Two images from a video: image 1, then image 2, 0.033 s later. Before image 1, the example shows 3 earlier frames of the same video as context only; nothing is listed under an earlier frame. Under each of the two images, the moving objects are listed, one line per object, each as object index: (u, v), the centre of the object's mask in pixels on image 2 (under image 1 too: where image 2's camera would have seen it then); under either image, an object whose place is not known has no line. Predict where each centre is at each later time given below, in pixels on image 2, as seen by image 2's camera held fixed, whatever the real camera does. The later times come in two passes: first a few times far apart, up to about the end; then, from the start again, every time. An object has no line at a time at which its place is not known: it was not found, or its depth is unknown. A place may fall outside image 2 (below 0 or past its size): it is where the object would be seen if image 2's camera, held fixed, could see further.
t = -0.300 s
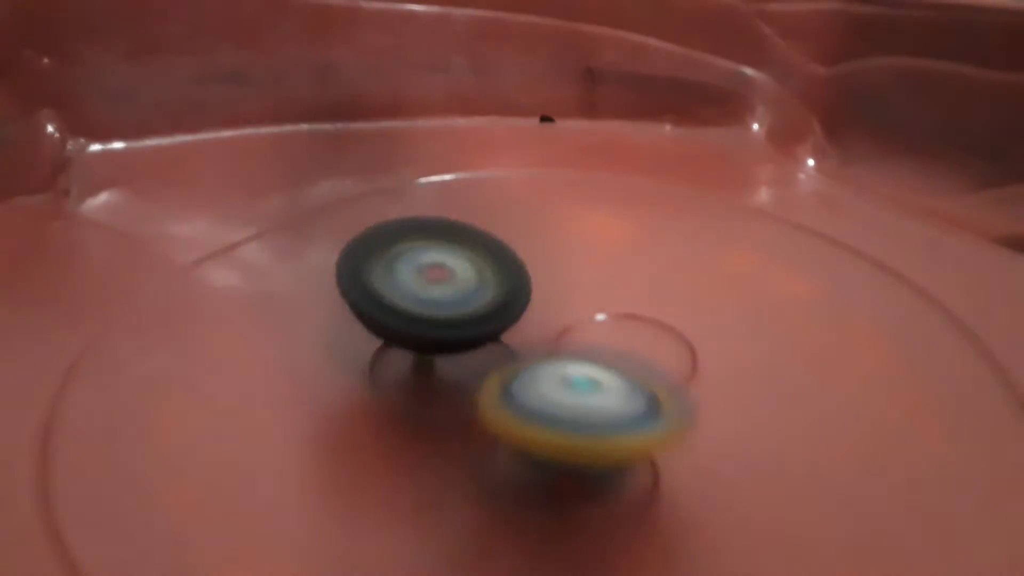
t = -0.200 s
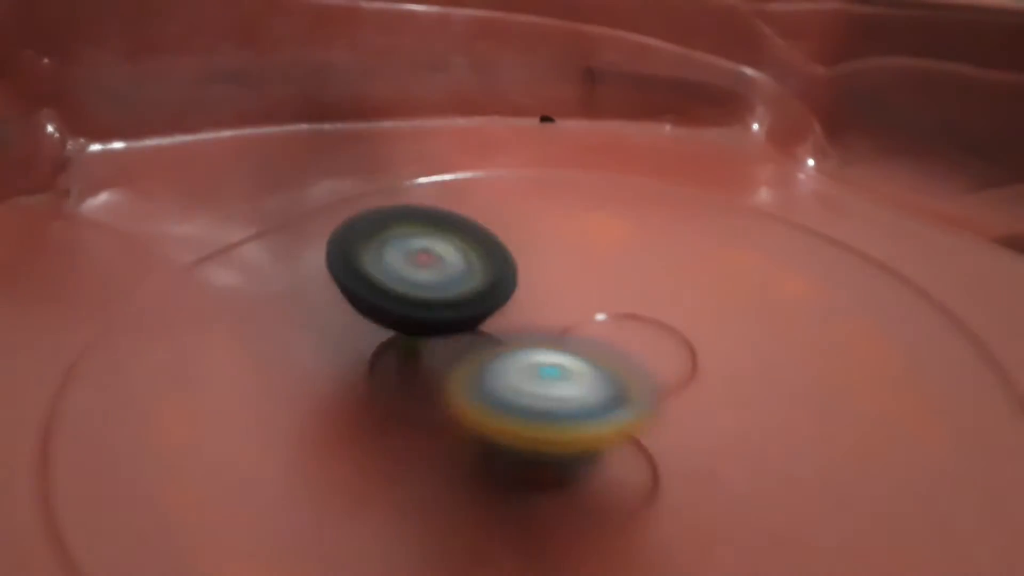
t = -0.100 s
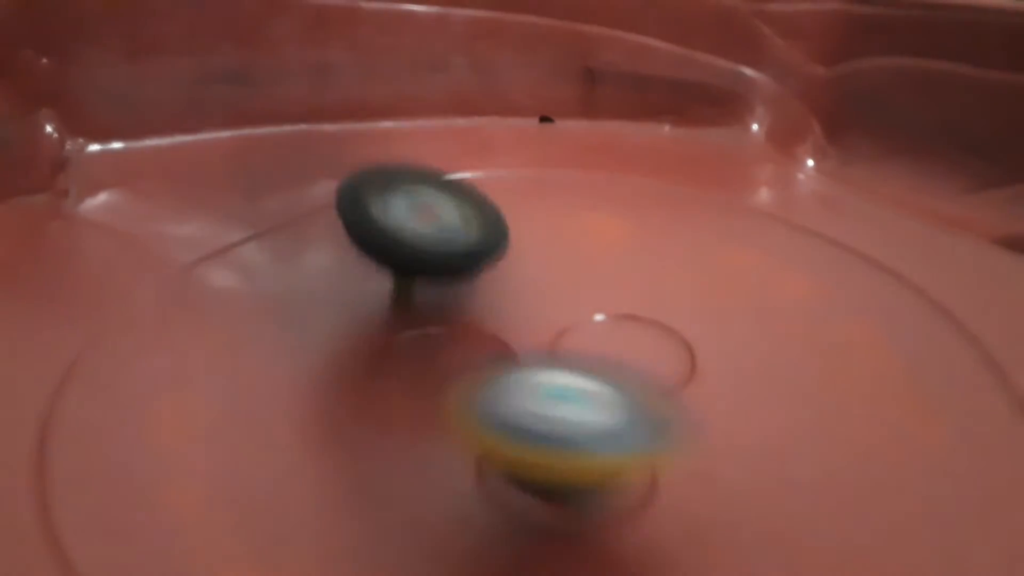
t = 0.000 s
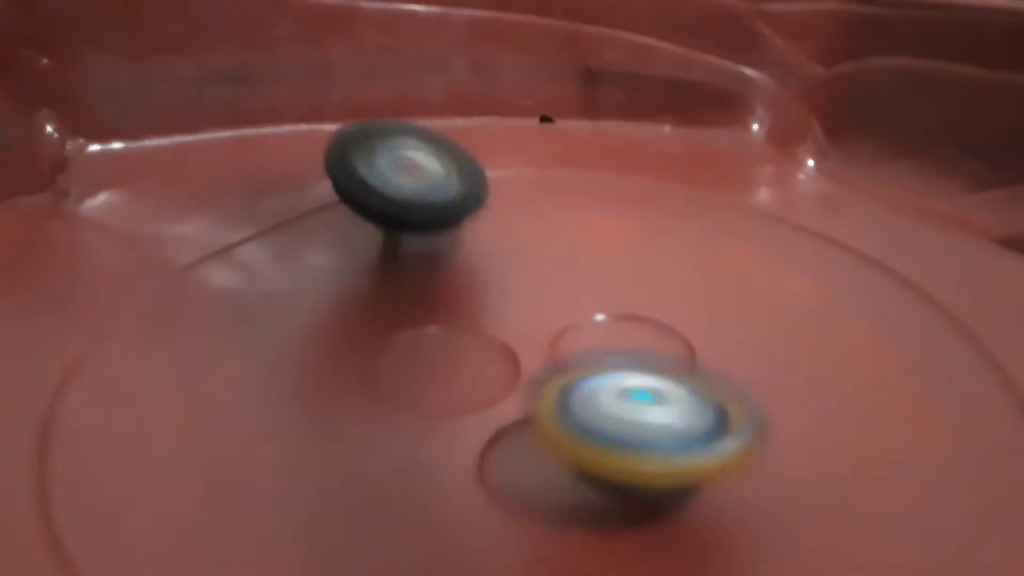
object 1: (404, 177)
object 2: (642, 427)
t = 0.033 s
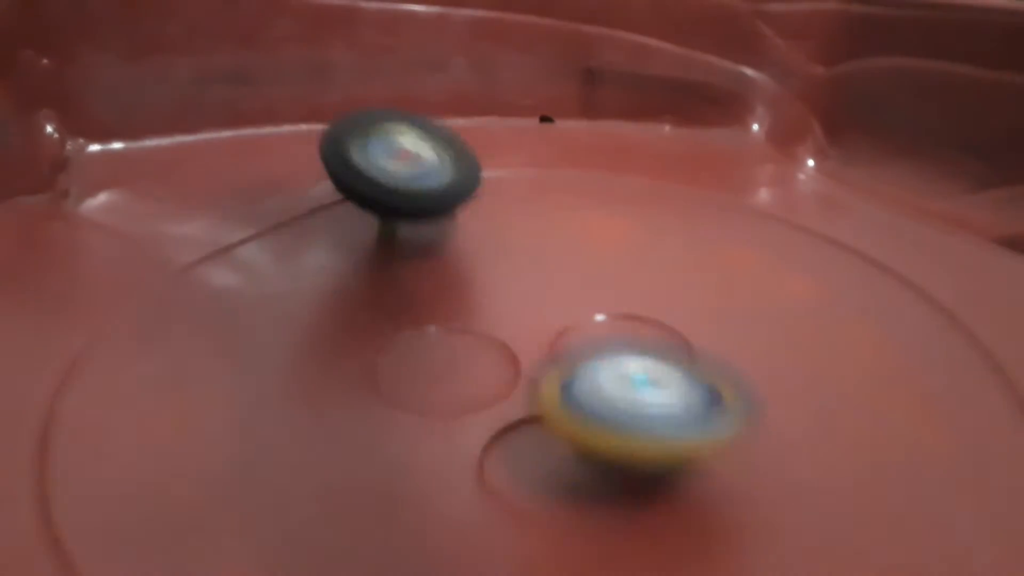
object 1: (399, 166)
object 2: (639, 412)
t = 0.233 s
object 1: (370, 137)
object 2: (437, 322)
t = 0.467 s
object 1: (406, 187)
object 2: (242, 321)
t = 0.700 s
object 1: (553, 237)
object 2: (280, 415)
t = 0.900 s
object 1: (680, 307)
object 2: (472, 373)
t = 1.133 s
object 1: (703, 307)
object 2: (444, 296)
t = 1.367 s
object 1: (802, 405)
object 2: (454, 319)
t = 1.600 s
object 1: (879, 501)
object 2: (415, 334)
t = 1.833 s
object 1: (809, 488)
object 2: (452, 298)
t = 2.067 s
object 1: (614, 404)
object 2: (469, 321)
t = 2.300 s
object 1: (608, 432)
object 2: (401, 200)
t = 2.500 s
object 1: (586, 371)
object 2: (347, 242)
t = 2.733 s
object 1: (651, 414)
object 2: (434, 345)
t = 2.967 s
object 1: (602, 377)
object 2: (398, 281)
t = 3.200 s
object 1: (638, 402)
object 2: (443, 351)
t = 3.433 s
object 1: (738, 439)
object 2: (423, 294)
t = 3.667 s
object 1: (699, 434)
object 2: (487, 328)
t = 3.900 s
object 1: (629, 390)
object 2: (414, 340)
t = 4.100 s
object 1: (597, 349)
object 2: (413, 315)
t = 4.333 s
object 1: (620, 379)
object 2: (427, 336)
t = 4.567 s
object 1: (583, 369)
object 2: (419, 295)
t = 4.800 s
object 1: (591, 417)
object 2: (460, 307)
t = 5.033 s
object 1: (579, 402)
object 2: (423, 297)
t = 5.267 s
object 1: (573, 410)
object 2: (471, 308)
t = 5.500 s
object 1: (582, 400)
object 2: (443, 304)
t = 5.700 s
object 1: (630, 382)
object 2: (452, 318)
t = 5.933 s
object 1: (616, 378)
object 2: (453, 310)
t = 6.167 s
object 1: (601, 393)
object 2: (435, 330)
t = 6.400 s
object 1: (618, 397)
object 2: (434, 325)
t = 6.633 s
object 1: (586, 372)
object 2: (428, 310)
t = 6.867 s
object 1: (585, 369)
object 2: (423, 317)
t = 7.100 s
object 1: (611, 388)
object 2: (450, 302)
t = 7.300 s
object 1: (608, 392)
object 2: (450, 316)
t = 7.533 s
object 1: (577, 398)
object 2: (441, 309)
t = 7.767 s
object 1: (568, 443)
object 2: (473, 267)
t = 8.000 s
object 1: (639, 386)
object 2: (511, 284)
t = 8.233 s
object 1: (763, 375)
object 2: (535, 265)
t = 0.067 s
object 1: (394, 156)
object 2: (613, 392)
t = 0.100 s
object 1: (387, 148)
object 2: (593, 361)
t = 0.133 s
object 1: (383, 139)
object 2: (554, 341)
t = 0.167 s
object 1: (378, 133)
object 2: (518, 327)
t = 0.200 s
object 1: (375, 132)
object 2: (467, 335)
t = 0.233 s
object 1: (370, 137)
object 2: (437, 322)
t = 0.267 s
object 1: (365, 148)
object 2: (398, 305)
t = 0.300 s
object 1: (362, 160)
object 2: (372, 296)
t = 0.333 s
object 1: (364, 169)
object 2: (354, 301)
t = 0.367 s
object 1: (371, 174)
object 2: (331, 307)
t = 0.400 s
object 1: (383, 178)
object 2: (294, 309)
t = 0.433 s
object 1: (394, 182)
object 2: (265, 315)
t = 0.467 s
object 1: (406, 187)
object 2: (242, 321)
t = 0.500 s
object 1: (421, 193)
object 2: (225, 329)
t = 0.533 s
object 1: (439, 200)
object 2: (214, 341)
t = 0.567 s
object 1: (456, 207)
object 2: (208, 357)
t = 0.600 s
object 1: (475, 214)
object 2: (212, 376)
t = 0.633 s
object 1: (497, 221)
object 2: (225, 392)
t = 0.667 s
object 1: (524, 229)
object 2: (248, 405)
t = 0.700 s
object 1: (553, 237)
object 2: (280, 415)
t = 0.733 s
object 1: (584, 245)
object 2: (320, 421)
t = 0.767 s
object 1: (616, 255)
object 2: (364, 421)
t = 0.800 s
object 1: (644, 273)
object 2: (412, 414)
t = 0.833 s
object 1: (664, 286)
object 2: (441, 407)
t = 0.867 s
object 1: (677, 298)
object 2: (463, 393)
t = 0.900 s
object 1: (680, 307)
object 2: (472, 373)
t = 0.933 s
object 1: (677, 304)
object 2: (450, 355)
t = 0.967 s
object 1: (682, 296)
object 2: (415, 343)
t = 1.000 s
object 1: (684, 292)
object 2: (384, 324)
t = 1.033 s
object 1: (687, 290)
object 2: (388, 307)
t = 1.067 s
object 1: (690, 293)
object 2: (407, 299)
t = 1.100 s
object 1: (695, 298)
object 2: (428, 292)
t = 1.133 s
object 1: (703, 307)
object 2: (444, 296)
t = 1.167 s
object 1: (713, 319)
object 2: (460, 297)
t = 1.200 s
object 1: (726, 333)
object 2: (464, 308)
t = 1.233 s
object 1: (742, 346)
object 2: (468, 315)
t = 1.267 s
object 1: (758, 362)
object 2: (471, 315)
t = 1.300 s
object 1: (772, 378)
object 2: (468, 318)
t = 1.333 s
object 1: (788, 391)
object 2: (463, 319)
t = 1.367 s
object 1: (802, 405)
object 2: (454, 319)
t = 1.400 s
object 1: (816, 421)
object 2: (448, 322)
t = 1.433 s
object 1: (832, 439)
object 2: (435, 306)
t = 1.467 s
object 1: (846, 457)
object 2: (421, 300)
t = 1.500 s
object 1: (861, 473)
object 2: (408, 298)
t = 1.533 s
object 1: (870, 487)
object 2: (399, 309)
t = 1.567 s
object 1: (874, 495)
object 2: (397, 320)
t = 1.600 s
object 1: (879, 501)
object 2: (415, 334)
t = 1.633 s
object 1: (882, 507)
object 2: (427, 335)
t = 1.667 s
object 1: (882, 511)
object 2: (442, 332)
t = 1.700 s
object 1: (875, 510)
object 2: (456, 327)
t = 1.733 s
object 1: (864, 508)
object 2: (465, 319)
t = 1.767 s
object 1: (854, 504)
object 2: (472, 302)
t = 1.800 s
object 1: (834, 497)
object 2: (467, 294)
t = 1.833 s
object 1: (809, 488)
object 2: (452, 298)
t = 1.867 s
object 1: (784, 477)
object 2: (434, 303)
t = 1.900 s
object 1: (757, 466)
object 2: (419, 307)
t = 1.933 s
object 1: (729, 453)
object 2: (415, 316)
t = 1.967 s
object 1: (702, 439)
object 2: (428, 327)
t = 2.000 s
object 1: (674, 425)
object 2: (444, 330)
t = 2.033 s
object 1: (644, 411)
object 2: (459, 330)
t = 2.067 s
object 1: (614, 404)
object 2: (469, 321)
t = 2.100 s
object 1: (622, 410)
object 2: (475, 285)
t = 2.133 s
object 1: (632, 421)
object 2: (461, 253)
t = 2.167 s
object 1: (632, 430)
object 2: (451, 227)
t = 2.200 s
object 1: (622, 435)
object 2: (442, 211)
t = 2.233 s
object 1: (616, 436)
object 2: (429, 204)
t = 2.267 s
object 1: (612, 435)
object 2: (415, 201)
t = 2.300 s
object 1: (608, 432)
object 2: (401, 200)
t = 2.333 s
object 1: (603, 427)
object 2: (386, 201)
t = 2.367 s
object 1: (600, 420)
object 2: (373, 205)
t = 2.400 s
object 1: (597, 414)
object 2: (359, 210)
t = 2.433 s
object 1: (597, 404)
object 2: (350, 218)
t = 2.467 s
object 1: (593, 386)
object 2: (347, 228)
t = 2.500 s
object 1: (586, 371)
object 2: (347, 242)
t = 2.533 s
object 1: (577, 360)
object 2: (350, 258)
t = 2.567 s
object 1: (567, 352)
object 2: (364, 277)
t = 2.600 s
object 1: (556, 348)
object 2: (378, 294)
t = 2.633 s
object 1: (555, 353)
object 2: (383, 312)
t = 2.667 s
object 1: (597, 387)
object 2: (394, 322)
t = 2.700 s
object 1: (628, 411)
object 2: (408, 332)
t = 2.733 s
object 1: (651, 414)
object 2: (434, 345)
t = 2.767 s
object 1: (657, 407)
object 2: (457, 345)
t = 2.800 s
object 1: (647, 408)
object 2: (471, 340)
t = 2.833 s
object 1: (634, 406)
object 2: (479, 323)
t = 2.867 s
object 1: (622, 401)
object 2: (476, 305)
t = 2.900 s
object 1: (612, 393)
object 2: (449, 288)
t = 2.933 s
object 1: (606, 385)
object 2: (419, 282)
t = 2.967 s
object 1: (602, 377)
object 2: (398, 281)
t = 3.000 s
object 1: (599, 373)
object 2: (388, 285)
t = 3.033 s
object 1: (596, 374)
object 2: (384, 297)
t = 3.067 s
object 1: (592, 377)
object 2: (389, 317)
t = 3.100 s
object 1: (589, 382)
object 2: (398, 336)
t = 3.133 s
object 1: (608, 394)
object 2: (406, 346)
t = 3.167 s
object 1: (623, 400)
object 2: (423, 352)
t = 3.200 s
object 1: (638, 402)
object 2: (443, 351)
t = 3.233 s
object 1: (663, 412)
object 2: (460, 345)
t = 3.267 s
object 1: (685, 420)
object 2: (474, 336)
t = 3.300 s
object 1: (703, 426)
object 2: (481, 327)
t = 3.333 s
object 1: (717, 431)
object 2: (480, 315)
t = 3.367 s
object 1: (727, 434)
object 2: (473, 301)
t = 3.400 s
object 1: (734, 437)
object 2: (452, 293)
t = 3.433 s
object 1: (738, 439)
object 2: (423, 294)
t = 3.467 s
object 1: (740, 442)
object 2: (398, 302)
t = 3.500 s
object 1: (739, 444)
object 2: (381, 317)
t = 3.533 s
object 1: (736, 444)
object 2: (380, 335)
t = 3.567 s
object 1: (731, 443)
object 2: (398, 351)
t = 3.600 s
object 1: (723, 441)
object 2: (441, 354)
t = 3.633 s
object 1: (712, 438)
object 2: (473, 347)
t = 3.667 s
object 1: (699, 434)
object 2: (487, 328)
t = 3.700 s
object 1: (683, 428)
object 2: (480, 309)
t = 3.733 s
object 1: (665, 423)
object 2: (453, 292)
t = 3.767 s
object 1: (647, 414)
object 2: (411, 293)
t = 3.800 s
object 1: (627, 406)
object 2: (378, 308)
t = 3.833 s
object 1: (605, 399)
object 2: (376, 332)
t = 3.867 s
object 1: (606, 388)
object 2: (396, 344)
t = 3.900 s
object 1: (629, 390)
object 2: (414, 340)
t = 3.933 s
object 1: (645, 389)
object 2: (434, 337)
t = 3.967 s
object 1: (648, 382)
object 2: (441, 333)
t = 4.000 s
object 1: (642, 374)
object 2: (441, 330)
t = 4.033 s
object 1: (631, 365)
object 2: (432, 323)
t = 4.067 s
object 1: (615, 356)
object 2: (423, 317)
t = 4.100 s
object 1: (597, 349)
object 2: (413, 315)
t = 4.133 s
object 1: (580, 346)
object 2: (396, 319)
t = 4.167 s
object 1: (583, 360)
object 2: (386, 317)
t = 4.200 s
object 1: (590, 372)
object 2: (383, 318)
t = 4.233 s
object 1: (595, 377)
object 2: (385, 326)
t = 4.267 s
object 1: (603, 380)
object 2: (396, 334)
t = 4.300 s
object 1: (612, 379)
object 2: (409, 339)
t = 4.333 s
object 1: (620, 379)
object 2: (427, 336)
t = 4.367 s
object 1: (628, 377)
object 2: (439, 331)
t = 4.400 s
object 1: (628, 372)
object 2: (446, 323)
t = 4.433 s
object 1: (622, 366)
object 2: (450, 314)
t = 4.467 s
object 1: (614, 363)
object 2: (450, 303)
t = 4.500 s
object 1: (602, 363)
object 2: (445, 294)
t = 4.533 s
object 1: (592, 365)
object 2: (434, 292)
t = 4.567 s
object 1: (583, 369)
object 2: (419, 295)
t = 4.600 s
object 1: (577, 372)
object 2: (401, 305)
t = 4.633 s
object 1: (573, 376)
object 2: (398, 313)
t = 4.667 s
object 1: (568, 381)
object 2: (404, 320)
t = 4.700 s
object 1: (582, 404)
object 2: (422, 316)
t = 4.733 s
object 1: (592, 421)
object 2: (438, 315)
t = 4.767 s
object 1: (594, 419)
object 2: (451, 313)
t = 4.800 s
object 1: (591, 417)
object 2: (460, 307)
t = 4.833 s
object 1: (586, 411)
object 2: (462, 302)
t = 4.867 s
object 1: (581, 401)
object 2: (457, 298)
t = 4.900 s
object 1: (577, 390)
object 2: (445, 296)
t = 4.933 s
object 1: (569, 382)
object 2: (437, 297)
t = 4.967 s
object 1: (567, 378)
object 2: (431, 300)
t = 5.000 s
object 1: (577, 392)
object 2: (429, 297)
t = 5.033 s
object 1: (579, 402)
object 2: (423, 297)
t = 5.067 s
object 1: (576, 408)
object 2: (417, 304)
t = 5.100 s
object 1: (575, 411)
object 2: (415, 311)
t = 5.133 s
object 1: (576, 412)
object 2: (421, 318)
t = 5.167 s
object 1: (575, 412)
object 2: (435, 319)
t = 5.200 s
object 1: (574, 410)
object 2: (448, 318)
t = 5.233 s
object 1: (572, 408)
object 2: (461, 315)
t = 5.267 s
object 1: (573, 410)
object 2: (471, 308)
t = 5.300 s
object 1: (573, 410)
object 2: (477, 300)
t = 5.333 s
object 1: (574, 408)
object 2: (465, 297)
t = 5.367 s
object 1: (574, 404)
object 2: (451, 297)
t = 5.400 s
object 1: (572, 398)
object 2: (441, 300)
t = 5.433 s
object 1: (568, 392)
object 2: (437, 303)
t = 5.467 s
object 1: (560, 390)
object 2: (436, 305)
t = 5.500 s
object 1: (582, 400)
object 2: (443, 304)
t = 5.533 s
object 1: (596, 404)
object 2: (446, 304)
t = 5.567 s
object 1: (606, 404)
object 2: (447, 307)
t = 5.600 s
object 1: (613, 398)
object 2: (446, 309)
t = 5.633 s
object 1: (622, 393)
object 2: (445, 312)
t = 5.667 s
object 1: (629, 390)
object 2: (448, 315)
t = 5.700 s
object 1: (630, 382)
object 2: (452, 318)
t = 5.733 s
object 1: (628, 375)
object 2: (455, 321)
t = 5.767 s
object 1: (630, 372)
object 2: (458, 319)
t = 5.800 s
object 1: (631, 373)
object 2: (460, 317)
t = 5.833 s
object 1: (622, 370)
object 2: (459, 315)
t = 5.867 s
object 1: (618, 370)
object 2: (458, 312)
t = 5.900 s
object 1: (618, 375)
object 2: (456, 310)
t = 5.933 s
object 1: (616, 378)
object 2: (453, 310)
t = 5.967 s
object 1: (617, 381)
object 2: (448, 310)
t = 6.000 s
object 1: (618, 384)
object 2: (442, 311)
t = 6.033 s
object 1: (615, 386)
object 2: (440, 315)
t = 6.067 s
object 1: (611, 388)
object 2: (438, 319)
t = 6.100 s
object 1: (607, 390)
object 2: (437, 323)
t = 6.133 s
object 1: (603, 390)
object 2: (435, 327)
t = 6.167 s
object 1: (601, 393)
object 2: (435, 330)
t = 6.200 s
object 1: (598, 395)
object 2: (434, 330)
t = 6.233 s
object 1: (603, 401)
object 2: (435, 329)
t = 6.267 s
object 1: (608, 404)
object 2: (434, 328)
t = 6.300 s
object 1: (614, 403)
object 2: (434, 327)
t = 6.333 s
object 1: (619, 402)
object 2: (434, 326)
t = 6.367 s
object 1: (620, 401)
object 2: (434, 326)
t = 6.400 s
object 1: (618, 397)
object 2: (434, 325)
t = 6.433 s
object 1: (612, 394)
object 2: (433, 325)
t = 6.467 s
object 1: (605, 389)
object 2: (432, 322)
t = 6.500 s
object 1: (600, 385)
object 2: (432, 321)
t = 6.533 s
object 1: (597, 381)
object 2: (431, 319)
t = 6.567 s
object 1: (591, 379)
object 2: (430, 316)
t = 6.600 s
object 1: (585, 374)
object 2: (428, 314)
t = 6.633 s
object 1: (586, 372)
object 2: (428, 310)
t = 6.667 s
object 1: (588, 371)
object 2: (424, 308)
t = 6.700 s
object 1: (588, 369)
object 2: (419, 307)
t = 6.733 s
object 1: (588, 368)
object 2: (414, 310)
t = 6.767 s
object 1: (587, 366)
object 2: (412, 314)
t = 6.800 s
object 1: (585, 364)
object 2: (413, 318)
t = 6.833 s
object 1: (583, 364)
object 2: (415, 322)
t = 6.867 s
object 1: (585, 369)
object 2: (423, 317)
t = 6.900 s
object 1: (591, 376)
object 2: (431, 315)
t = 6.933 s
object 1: (592, 378)
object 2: (440, 313)
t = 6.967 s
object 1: (596, 380)
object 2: (448, 310)
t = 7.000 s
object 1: (603, 382)
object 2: (452, 306)
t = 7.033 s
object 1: (608, 385)
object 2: (455, 304)
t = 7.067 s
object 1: (610, 387)
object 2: (454, 302)
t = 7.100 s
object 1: (611, 388)
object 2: (450, 302)
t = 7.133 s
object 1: (615, 388)
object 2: (445, 303)
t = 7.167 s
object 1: (612, 388)
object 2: (443, 307)
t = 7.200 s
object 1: (609, 388)
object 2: (442, 311)
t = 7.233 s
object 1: (606, 386)
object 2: (441, 314)
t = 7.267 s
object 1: (603, 385)
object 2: (444, 318)
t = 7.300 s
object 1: (608, 392)
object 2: (450, 316)
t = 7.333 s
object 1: (623, 405)
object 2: (453, 311)
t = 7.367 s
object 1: (615, 405)
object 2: (453, 310)
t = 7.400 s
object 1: (599, 407)
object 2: (451, 309)
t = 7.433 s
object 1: (592, 405)
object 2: (449, 309)
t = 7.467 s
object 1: (583, 402)
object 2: (447, 309)
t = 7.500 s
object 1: (580, 400)
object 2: (442, 309)
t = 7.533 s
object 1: (577, 398)
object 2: (441, 309)
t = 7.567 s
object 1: (571, 403)
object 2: (445, 307)
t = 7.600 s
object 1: (571, 417)
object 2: (453, 290)
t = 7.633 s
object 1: (567, 434)
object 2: (458, 282)
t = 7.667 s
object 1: (565, 437)
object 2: (459, 279)
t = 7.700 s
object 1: (562, 438)
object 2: (462, 272)
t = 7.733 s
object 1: (563, 440)
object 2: (470, 270)
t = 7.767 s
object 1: (568, 443)
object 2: (473, 267)
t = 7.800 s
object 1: (573, 431)
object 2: (479, 265)
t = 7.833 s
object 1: (584, 430)
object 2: (484, 265)
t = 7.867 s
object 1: (596, 428)
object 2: (491, 268)
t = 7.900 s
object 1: (609, 422)
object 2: (495, 271)
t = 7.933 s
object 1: (617, 413)
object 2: (502, 275)
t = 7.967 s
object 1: (628, 399)
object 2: (506, 278)
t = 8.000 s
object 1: (639, 386)
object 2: (511, 284)
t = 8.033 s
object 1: (647, 374)
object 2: (515, 290)
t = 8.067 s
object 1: (655, 363)
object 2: (518, 298)
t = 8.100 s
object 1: (676, 359)
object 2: (527, 291)
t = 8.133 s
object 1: (704, 373)
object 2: (524, 279)
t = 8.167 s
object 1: (729, 379)
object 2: (517, 270)
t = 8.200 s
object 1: (748, 377)
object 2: (533, 265)
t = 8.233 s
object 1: (763, 375)
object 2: (535, 265)
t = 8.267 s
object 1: (775, 368)
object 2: (529, 264)
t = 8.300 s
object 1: (783, 362)
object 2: (525, 264)
